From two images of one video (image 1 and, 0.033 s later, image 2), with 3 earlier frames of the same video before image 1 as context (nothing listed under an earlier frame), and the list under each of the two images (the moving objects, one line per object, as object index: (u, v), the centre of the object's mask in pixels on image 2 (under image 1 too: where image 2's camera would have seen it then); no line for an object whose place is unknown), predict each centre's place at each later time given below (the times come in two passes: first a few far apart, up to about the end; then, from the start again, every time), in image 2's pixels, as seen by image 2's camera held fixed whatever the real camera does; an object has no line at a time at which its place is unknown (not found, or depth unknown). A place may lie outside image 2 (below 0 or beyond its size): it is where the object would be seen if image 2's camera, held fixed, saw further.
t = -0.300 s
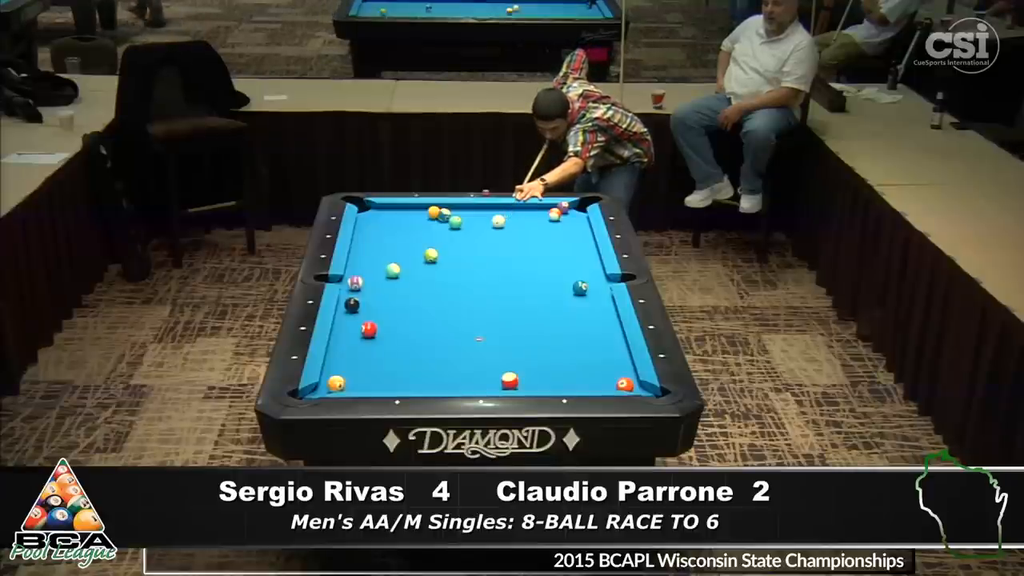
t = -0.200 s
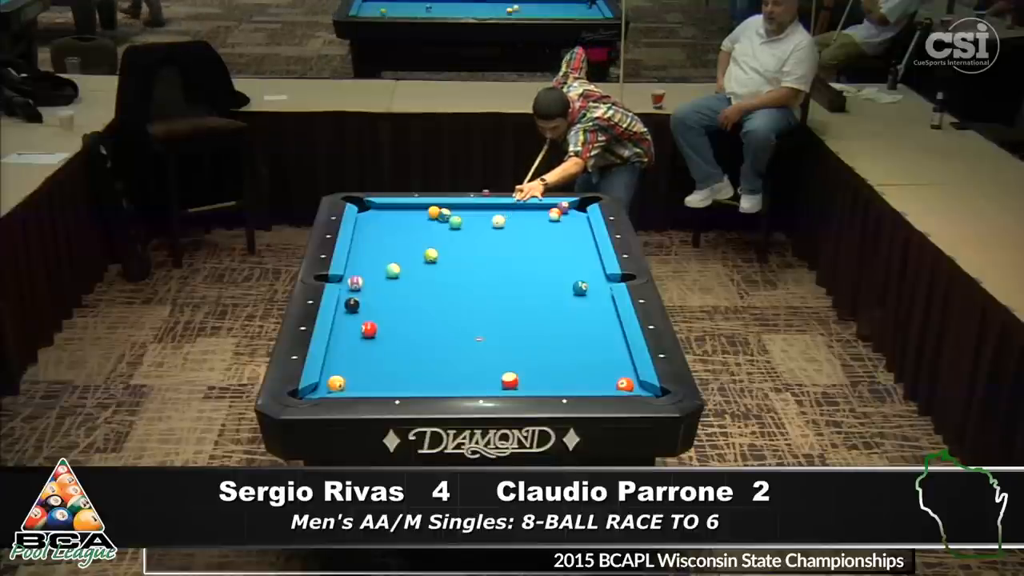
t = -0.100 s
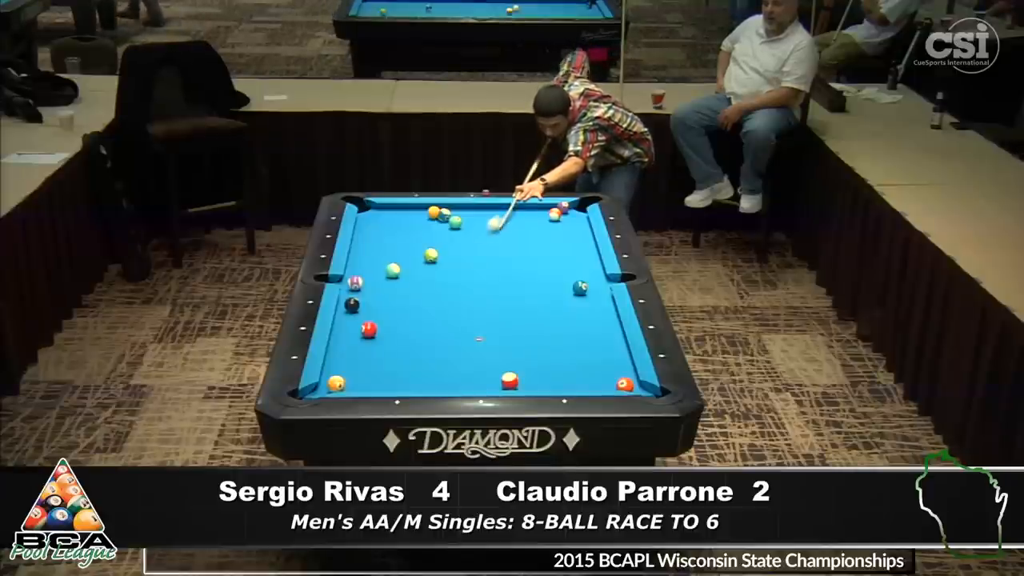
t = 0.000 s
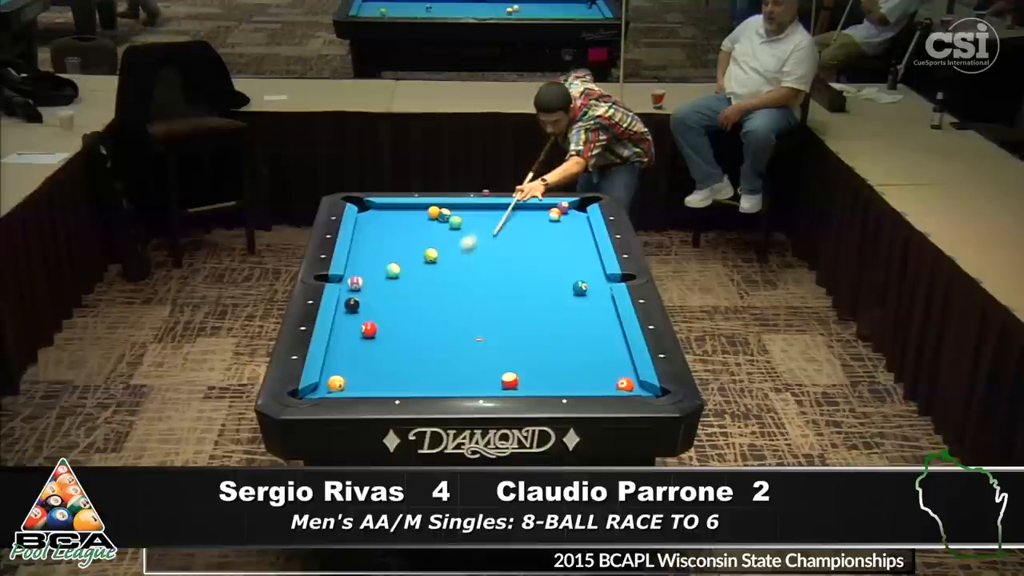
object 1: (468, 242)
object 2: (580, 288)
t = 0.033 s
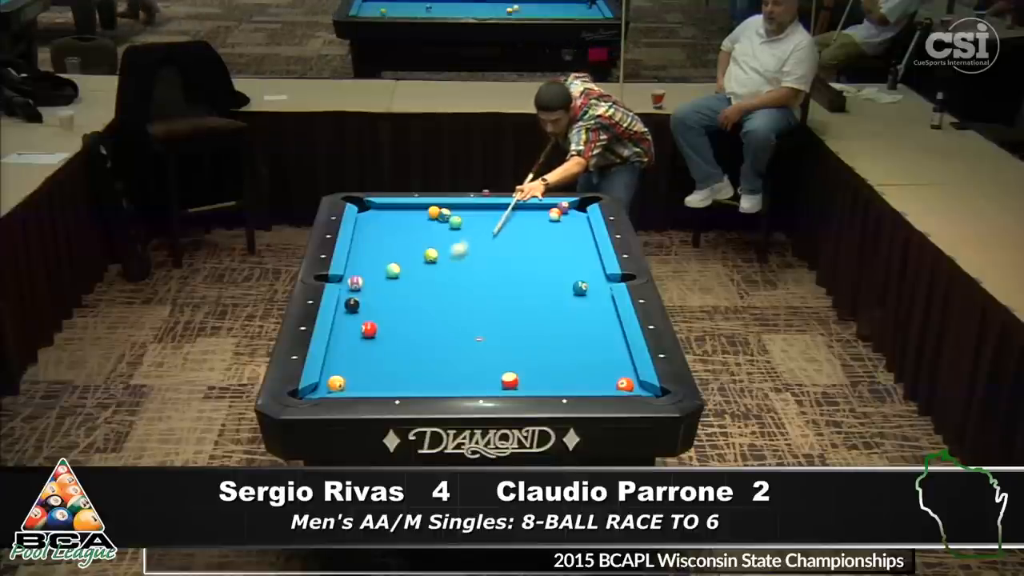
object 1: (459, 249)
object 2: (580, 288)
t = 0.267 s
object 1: (395, 293)
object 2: (580, 288)
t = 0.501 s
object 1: (340, 333)
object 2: (580, 288)
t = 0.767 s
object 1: (366, 368)
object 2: (580, 288)
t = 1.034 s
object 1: (403, 380)
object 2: (580, 288)
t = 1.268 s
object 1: (445, 364)
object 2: (580, 288)
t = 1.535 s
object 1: (489, 347)
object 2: (580, 288)
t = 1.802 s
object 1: (529, 332)
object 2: (580, 288)
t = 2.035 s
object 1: (561, 320)
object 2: (580, 288)
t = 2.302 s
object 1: (595, 307)
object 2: (580, 288)
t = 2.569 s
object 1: (594, 296)
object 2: (580, 288)
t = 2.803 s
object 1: (581, 292)
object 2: (573, 282)
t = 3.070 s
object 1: (571, 291)
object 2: (567, 276)
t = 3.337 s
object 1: (562, 289)
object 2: (560, 271)
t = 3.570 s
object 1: (556, 289)
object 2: (555, 266)
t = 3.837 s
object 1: (549, 288)
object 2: (549, 261)
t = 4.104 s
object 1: (544, 288)
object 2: (544, 257)
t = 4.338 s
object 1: (541, 288)
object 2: (540, 253)
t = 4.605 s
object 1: (539, 287)
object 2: (537, 250)
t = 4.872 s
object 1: (538, 287)
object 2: (533, 247)
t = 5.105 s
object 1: (537, 287)
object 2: (531, 245)
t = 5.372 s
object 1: (537, 288)
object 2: (529, 242)
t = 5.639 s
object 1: (537, 288)
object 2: (527, 240)
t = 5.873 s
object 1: (537, 288)
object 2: (526, 239)
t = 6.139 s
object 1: (537, 288)
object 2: (525, 238)
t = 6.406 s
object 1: (537, 288)
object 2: (525, 237)
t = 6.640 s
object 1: (537, 288)
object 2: (525, 237)
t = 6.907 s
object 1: (537, 288)
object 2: (525, 237)
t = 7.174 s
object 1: (537, 288)
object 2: (525, 237)
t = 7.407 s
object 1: (537, 288)
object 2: (525, 237)
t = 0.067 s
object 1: (450, 255)
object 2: (580, 288)
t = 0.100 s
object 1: (442, 262)
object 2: (580, 288)
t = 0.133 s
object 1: (431, 269)
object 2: (580, 288)
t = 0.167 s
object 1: (422, 275)
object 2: (580, 288)
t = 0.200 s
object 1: (413, 280)
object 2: (580, 288)
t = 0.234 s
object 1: (404, 288)
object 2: (580, 288)
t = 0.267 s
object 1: (395, 293)
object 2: (580, 288)
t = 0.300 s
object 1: (386, 299)
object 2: (580, 288)
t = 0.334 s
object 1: (378, 305)
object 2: (580, 288)
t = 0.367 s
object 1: (369, 311)
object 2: (580, 288)
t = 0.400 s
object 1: (360, 316)
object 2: (580, 288)
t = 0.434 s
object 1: (351, 322)
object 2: (580, 288)
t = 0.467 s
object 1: (343, 328)
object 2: (580, 288)
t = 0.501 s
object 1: (340, 333)
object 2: (580, 288)
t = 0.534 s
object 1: (343, 338)
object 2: (580, 288)
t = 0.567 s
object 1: (347, 342)
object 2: (580, 288)
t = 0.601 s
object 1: (350, 346)
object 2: (580, 288)
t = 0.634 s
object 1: (353, 351)
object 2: (580, 288)
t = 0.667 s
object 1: (356, 355)
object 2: (580, 288)
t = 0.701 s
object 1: (359, 359)
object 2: (580, 288)
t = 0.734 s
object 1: (362, 364)
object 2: (580, 288)
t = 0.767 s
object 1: (366, 368)
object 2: (580, 288)
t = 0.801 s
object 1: (369, 372)
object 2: (580, 288)
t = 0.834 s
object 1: (372, 377)
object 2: (580, 288)
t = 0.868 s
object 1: (375, 382)
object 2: (580, 288)
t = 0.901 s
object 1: (378, 384)
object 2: (580, 288)
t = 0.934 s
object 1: (384, 385)
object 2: (580, 288)
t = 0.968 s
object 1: (390, 384)
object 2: (580, 288)
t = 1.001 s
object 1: (397, 382)
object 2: (580, 288)
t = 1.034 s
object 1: (403, 380)
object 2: (580, 288)
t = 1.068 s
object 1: (410, 377)
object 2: (580, 288)
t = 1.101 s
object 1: (416, 375)
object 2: (580, 288)
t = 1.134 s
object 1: (421, 373)
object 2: (580, 288)
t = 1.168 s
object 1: (427, 370)
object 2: (580, 288)
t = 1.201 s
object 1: (433, 368)
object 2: (580, 288)
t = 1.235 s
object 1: (439, 366)
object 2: (580, 288)
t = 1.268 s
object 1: (445, 364)
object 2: (580, 288)
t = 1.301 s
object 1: (451, 362)
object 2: (580, 288)
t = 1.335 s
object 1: (456, 360)
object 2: (580, 288)
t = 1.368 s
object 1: (462, 358)
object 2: (580, 288)
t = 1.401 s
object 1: (467, 355)
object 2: (580, 288)
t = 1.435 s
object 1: (473, 354)
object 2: (580, 288)
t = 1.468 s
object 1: (478, 351)
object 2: (580, 288)
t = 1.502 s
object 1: (483, 349)
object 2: (580, 288)
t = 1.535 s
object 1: (489, 347)
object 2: (580, 288)
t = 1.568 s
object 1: (494, 345)
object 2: (580, 288)
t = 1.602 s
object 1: (500, 343)
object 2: (580, 288)
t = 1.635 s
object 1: (504, 342)
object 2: (580, 288)
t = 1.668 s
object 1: (509, 340)
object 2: (580, 288)
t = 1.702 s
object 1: (514, 338)
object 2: (580, 288)
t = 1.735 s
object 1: (519, 336)
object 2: (580, 288)
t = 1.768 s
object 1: (524, 334)
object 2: (580, 288)
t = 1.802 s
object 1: (529, 332)
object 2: (580, 288)
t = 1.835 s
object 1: (534, 330)
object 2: (580, 288)
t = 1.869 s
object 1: (538, 329)
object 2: (580, 288)
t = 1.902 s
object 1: (543, 327)
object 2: (580, 288)
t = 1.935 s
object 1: (547, 325)
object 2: (580, 288)
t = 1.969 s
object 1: (552, 323)
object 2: (580, 288)
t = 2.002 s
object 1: (557, 322)
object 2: (580, 288)
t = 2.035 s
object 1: (561, 320)
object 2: (580, 288)
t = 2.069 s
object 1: (566, 318)
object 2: (580, 288)
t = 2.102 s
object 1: (570, 317)
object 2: (580, 288)
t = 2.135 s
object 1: (574, 315)
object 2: (580, 288)
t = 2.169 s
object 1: (578, 313)
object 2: (580, 288)
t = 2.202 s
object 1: (583, 312)
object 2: (580, 288)
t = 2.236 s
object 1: (587, 310)
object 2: (580, 288)
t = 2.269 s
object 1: (591, 308)
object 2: (580, 288)
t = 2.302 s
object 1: (595, 307)
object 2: (580, 288)
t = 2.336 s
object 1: (599, 305)
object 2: (580, 288)
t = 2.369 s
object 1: (603, 304)
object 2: (580, 288)
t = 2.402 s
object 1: (607, 302)
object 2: (580, 288)
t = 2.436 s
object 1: (605, 301)
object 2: (580, 288)
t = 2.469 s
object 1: (602, 299)
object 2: (580, 288)
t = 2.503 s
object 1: (599, 298)
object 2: (580, 288)
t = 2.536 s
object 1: (596, 297)
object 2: (580, 288)
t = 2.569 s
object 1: (594, 296)
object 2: (580, 288)
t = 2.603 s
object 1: (591, 294)
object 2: (579, 287)
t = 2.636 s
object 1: (588, 293)
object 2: (578, 287)
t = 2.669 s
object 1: (587, 293)
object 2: (578, 286)
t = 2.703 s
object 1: (585, 292)
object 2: (576, 285)
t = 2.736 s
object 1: (583, 292)
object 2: (575, 284)
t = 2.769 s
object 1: (582, 292)
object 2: (574, 283)
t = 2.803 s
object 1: (581, 292)
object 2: (573, 282)
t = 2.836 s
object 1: (579, 292)
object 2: (572, 281)
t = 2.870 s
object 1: (578, 292)
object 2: (572, 280)
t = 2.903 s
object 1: (577, 291)
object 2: (571, 280)
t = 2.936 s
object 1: (576, 291)
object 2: (570, 279)
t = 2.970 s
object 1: (575, 291)
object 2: (569, 278)
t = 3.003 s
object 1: (573, 291)
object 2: (568, 277)
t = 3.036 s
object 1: (572, 291)
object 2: (567, 277)
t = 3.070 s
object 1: (571, 291)
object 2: (567, 276)
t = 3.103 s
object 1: (570, 290)
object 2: (566, 275)
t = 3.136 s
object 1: (569, 290)
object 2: (565, 275)
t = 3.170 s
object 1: (568, 290)
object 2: (564, 275)
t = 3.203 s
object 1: (566, 290)
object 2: (564, 274)
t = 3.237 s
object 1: (565, 290)
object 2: (563, 274)
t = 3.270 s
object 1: (564, 290)
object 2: (562, 273)
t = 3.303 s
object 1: (563, 290)
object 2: (561, 272)
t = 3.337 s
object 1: (562, 289)
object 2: (560, 271)
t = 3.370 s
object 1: (561, 289)
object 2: (560, 270)
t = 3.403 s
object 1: (560, 289)
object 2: (559, 270)
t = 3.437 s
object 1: (559, 289)
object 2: (558, 269)
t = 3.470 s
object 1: (558, 289)
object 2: (557, 268)
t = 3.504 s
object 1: (557, 289)
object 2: (556, 268)
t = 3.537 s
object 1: (556, 289)
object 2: (556, 267)
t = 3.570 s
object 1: (556, 289)
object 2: (555, 266)
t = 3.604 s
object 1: (555, 289)
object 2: (554, 266)
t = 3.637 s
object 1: (554, 289)
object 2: (553, 265)
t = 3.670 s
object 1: (553, 289)
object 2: (553, 264)
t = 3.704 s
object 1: (552, 289)
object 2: (552, 264)
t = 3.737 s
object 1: (552, 289)
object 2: (551, 263)
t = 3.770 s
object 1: (551, 289)
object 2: (550, 262)
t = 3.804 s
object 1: (550, 289)
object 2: (550, 262)
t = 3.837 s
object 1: (549, 288)
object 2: (549, 261)
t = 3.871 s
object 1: (549, 288)
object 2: (549, 261)
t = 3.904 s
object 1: (548, 288)
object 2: (548, 260)
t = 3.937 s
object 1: (547, 288)
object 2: (547, 260)
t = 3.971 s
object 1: (546, 288)
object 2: (546, 259)
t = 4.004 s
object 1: (546, 288)
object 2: (546, 259)
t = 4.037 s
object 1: (545, 288)
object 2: (545, 258)
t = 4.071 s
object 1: (545, 288)
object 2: (545, 258)
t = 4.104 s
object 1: (544, 288)
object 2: (544, 257)
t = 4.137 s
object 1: (544, 288)
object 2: (544, 257)
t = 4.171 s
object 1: (543, 288)
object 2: (543, 256)
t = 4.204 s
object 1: (543, 288)
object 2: (543, 255)
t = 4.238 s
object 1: (542, 288)
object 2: (542, 255)
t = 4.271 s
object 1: (542, 288)
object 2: (542, 254)
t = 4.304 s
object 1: (541, 288)
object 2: (541, 254)
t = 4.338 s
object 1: (541, 288)
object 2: (540, 253)
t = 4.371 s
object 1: (541, 288)
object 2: (540, 253)
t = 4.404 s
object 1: (540, 288)
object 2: (539, 253)
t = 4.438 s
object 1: (540, 287)
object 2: (539, 252)
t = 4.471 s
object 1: (540, 287)
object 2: (539, 252)
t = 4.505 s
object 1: (539, 287)
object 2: (538, 251)
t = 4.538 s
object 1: (539, 287)
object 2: (537, 251)
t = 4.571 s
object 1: (539, 287)
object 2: (537, 250)
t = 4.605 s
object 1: (539, 287)
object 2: (537, 250)
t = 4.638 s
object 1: (539, 287)
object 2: (536, 249)
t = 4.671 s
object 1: (539, 287)
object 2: (536, 249)
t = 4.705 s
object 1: (538, 287)
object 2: (535, 249)
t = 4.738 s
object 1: (538, 287)
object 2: (535, 248)
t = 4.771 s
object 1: (538, 287)
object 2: (534, 248)
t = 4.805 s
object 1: (538, 287)
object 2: (534, 247)
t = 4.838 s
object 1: (538, 287)
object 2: (533, 247)
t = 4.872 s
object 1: (538, 287)
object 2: (533, 247)
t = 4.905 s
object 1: (537, 287)
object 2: (533, 246)
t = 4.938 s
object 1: (537, 288)
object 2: (532, 246)
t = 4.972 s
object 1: (537, 288)
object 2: (532, 246)
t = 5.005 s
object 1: (537, 288)
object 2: (532, 246)
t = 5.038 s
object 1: (537, 288)
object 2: (531, 245)
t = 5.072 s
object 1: (537, 288)
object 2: (531, 245)
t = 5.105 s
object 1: (537, 287)
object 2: (531, 245)
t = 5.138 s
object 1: (537, 287)
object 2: (531, 245)
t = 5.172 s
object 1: (537, 288)
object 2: (531, 244)
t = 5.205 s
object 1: (537, 288)
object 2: (530, 244)
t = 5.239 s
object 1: (537, 288)
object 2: (530, 244)
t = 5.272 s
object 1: (537, 288)
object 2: (530, 243)
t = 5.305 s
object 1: (537, 288)
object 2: (529, 243)
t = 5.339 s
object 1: (537, 288)
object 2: (529, 243)
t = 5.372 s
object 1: (537, 288)
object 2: (529, 242)
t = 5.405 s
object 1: (537, 288)
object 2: (529, 242)
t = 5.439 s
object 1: (537, 288)
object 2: (528, 242)
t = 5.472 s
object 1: (537, 288)
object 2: (528, 241)
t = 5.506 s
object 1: (537, 288)
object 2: (528, 241)
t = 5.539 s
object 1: (537, 288)
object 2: (528, 241)
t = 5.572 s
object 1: (537, 288)
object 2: (528, 240)
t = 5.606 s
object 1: (537, 288)
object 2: (528, 240)
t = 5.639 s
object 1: (537, 288)
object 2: (527, 240)
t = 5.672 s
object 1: (537, 288)
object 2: (527, 240)
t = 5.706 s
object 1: (537, 288)
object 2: (527, 240)
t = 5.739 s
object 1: (537, 288)
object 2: (527, 240)
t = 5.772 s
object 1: (537, 288)
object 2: (526, 239)
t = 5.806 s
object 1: (537, 288)
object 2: (526, 239)
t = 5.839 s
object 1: (537, 288)
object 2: (526, 239)
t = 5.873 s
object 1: (537, 288)
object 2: (526, 239)
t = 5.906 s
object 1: (537, 288)
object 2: (526, 239)
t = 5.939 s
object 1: (537, 288)
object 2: (526, 239)
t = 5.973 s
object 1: (537, 288)
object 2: (526, 238)
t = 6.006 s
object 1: (537, 288)
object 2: (526, 238)
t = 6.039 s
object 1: (537, 288)
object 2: (526, 238)
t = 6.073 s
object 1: (537, 288)
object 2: (526, 238)
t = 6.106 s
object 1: (537, 288)
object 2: (525, 238)
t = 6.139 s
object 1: (537, 288)
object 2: (525, 238)
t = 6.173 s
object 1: (537, 288)
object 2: (525, 238)
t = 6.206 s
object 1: (537, 288)
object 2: (525, 238)
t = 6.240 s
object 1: (537, 288)
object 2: (525, 238)
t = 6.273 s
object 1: (537, 288)
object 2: (525, 237)
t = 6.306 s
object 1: (537, 288)
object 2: (525, 237)
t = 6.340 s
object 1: (537, 288)
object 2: (525, 237)
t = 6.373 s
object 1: (537, 288)
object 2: (525, 237)
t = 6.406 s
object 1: (537, 288)
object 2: (525, 237)
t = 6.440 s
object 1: (537, 288)
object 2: (525, 237)
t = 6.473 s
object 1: (537, 288)
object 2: (525, 237)
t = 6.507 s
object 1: (537, 288)
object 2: (525, 237)
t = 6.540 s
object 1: (537, 288)
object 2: (525, 237)
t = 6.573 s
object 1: (537, 288)
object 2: (525, 237)
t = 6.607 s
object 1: (537, 288)
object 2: (525, 237)
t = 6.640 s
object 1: (537, 288)
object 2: (525, 237)
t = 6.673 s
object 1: (537, 288)
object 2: (525, 237)
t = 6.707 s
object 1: (537, 288)
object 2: (525, 237)
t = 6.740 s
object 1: (537, 288)
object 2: (525, 237)
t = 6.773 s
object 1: (537, 288)
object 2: (525, 237)
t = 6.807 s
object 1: (537, 288)
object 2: (525, 237)
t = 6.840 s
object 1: (537, 288)
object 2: (525, 237)
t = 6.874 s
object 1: (537, 288)
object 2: (525, 237)
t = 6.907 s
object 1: (537, 288)
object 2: (525, 237)
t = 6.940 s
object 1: (537, 288)
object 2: (525, 237)
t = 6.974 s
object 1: (537, 288)
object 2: (525, 237)
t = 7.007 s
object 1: (537, 288)
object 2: (525, 237)
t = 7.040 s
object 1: (537, 288)
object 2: (525, 237)
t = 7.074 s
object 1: (537, 288)
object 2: (525, 237)
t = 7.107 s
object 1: (537, 288)
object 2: (525, 237)
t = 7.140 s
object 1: (537, 288)
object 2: (525, 237)
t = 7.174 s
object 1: (537, 288)
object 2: (525, 237)
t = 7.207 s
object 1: (537, 288)
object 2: (525, 237)
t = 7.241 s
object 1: (537, 288)
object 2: (525, 237)
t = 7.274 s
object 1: (537, 288)
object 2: (525, 237)
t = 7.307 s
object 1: (537, 288)
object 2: (525, 237)
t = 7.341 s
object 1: (537, 288)
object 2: (525, 237)
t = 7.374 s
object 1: (537, 288)
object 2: (525, 237)
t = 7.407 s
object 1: (537, 288)
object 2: (525, 237)
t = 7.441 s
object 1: (537, 288)
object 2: (525, 237)
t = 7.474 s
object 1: (537, 288)
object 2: (525, 237)
